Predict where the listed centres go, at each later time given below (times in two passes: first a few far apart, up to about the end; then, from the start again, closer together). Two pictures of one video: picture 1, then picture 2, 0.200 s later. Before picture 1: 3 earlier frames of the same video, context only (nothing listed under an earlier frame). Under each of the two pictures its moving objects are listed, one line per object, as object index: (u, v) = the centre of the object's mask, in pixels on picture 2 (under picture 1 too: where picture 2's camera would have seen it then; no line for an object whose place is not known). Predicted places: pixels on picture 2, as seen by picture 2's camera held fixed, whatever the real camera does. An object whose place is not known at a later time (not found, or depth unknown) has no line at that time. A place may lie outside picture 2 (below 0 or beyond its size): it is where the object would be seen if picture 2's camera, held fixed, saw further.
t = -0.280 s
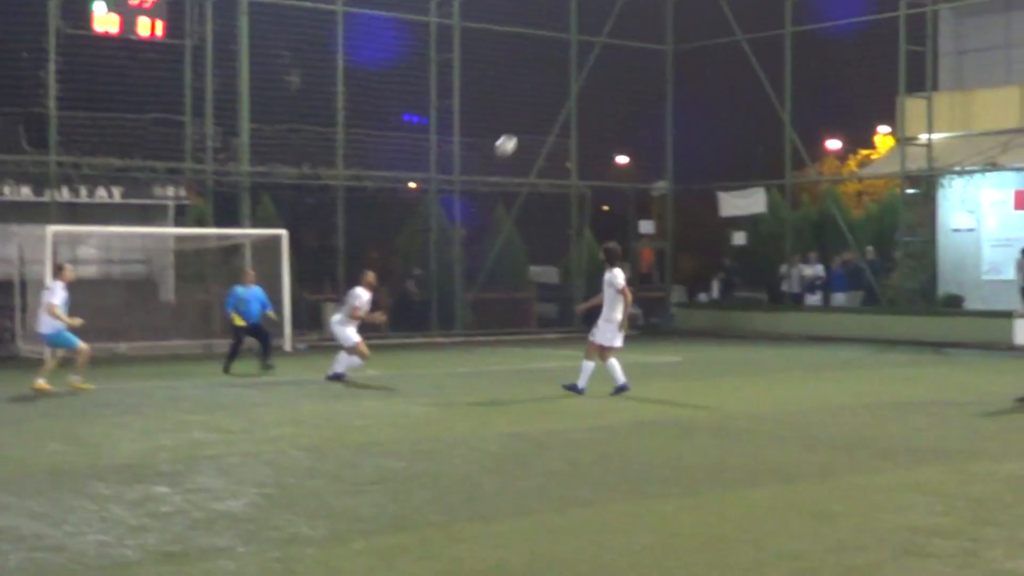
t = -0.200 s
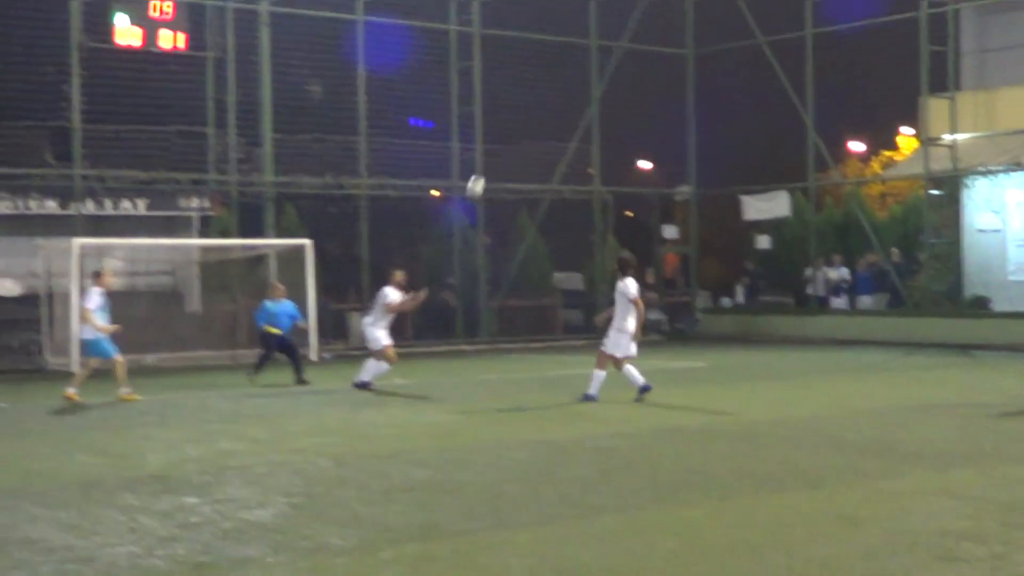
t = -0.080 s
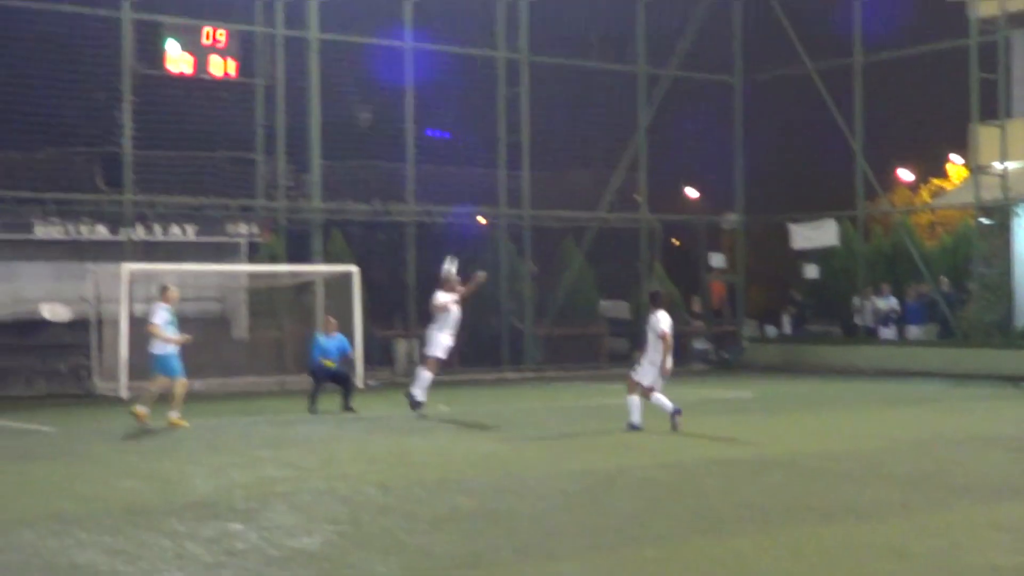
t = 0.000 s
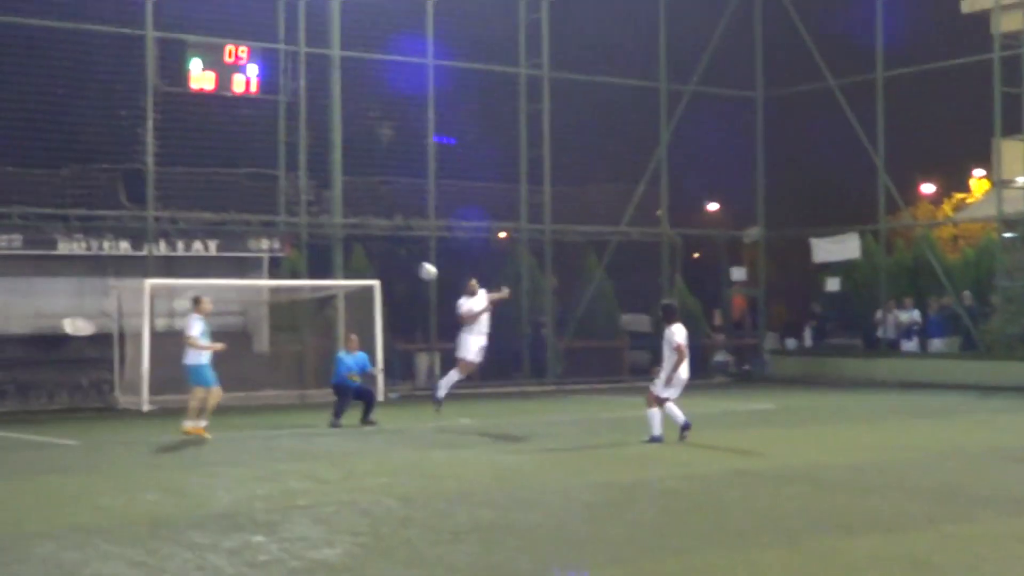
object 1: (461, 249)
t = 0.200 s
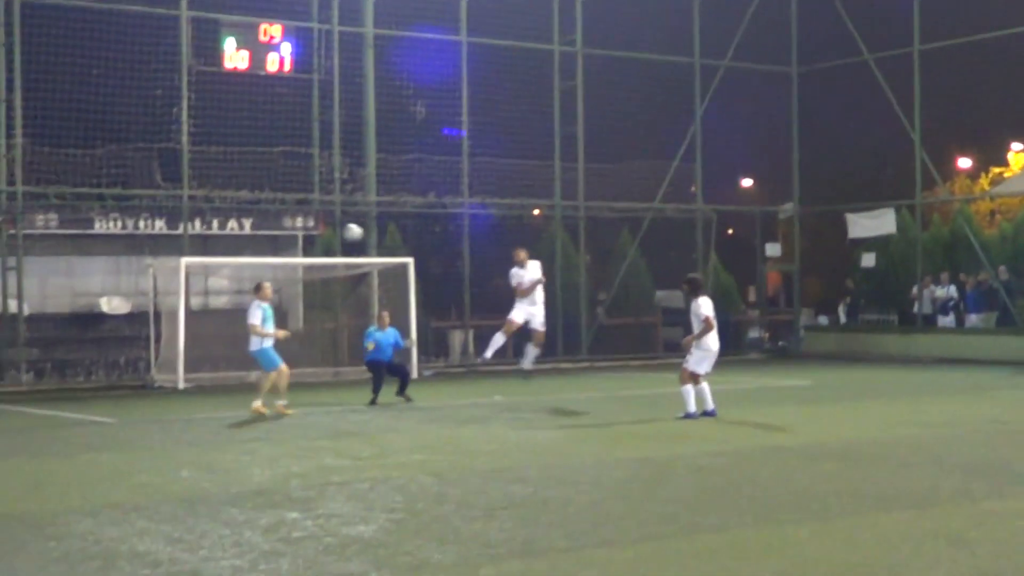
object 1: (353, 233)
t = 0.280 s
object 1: (308, 235)
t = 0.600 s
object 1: (120, 303)
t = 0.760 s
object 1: (18, 373)
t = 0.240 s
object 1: (331, 233)
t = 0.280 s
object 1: (308, 235)
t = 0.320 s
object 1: (285, 239)
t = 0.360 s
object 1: (261, 242)
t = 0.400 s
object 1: (238, 249)
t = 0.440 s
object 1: (213, 256)
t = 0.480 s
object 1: (190, 265)
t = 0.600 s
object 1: (120, 303)
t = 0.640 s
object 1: (92, 318)
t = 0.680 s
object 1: (68, 334)
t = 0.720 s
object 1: (44, 354)
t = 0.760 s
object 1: (18, 373)
